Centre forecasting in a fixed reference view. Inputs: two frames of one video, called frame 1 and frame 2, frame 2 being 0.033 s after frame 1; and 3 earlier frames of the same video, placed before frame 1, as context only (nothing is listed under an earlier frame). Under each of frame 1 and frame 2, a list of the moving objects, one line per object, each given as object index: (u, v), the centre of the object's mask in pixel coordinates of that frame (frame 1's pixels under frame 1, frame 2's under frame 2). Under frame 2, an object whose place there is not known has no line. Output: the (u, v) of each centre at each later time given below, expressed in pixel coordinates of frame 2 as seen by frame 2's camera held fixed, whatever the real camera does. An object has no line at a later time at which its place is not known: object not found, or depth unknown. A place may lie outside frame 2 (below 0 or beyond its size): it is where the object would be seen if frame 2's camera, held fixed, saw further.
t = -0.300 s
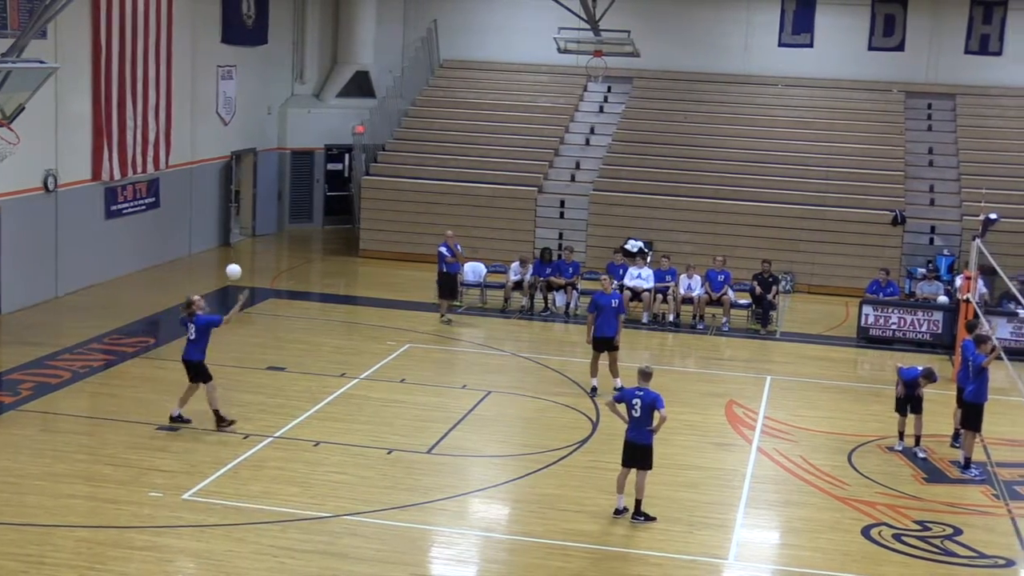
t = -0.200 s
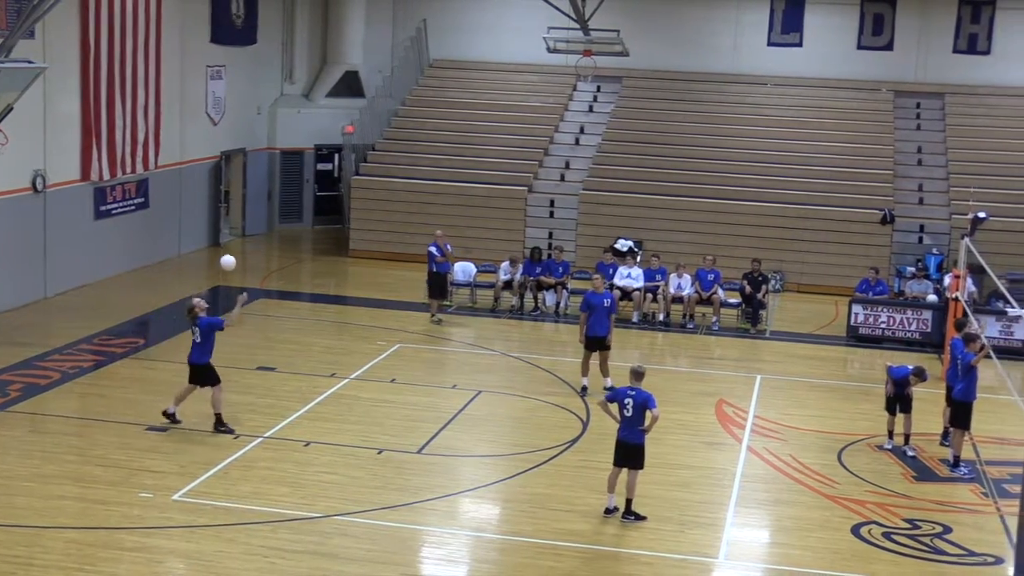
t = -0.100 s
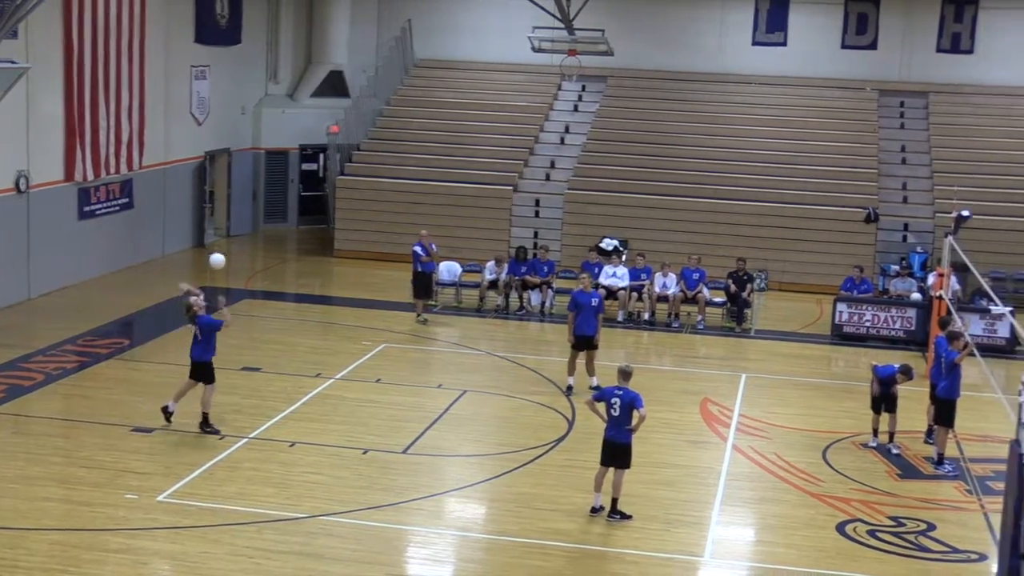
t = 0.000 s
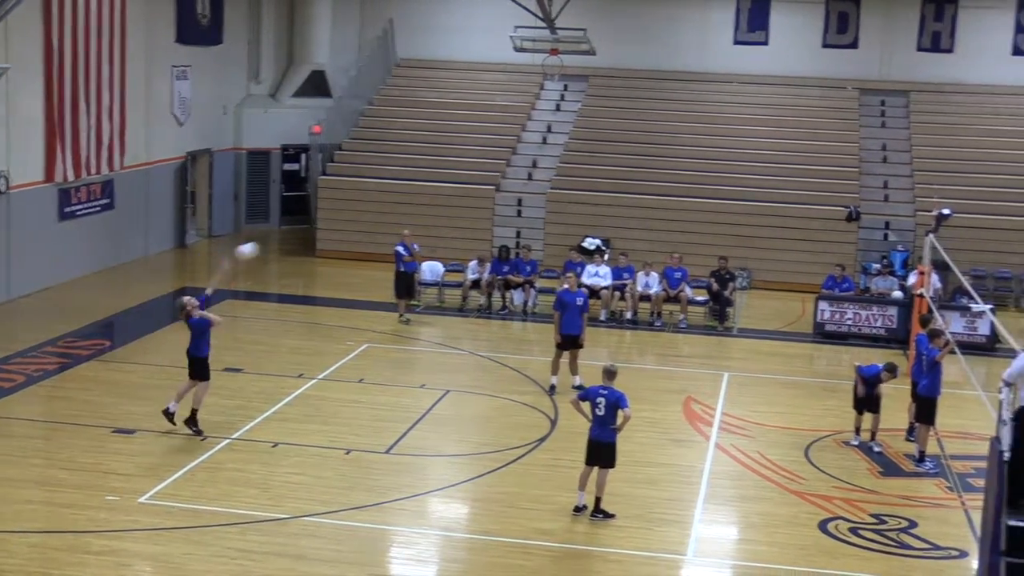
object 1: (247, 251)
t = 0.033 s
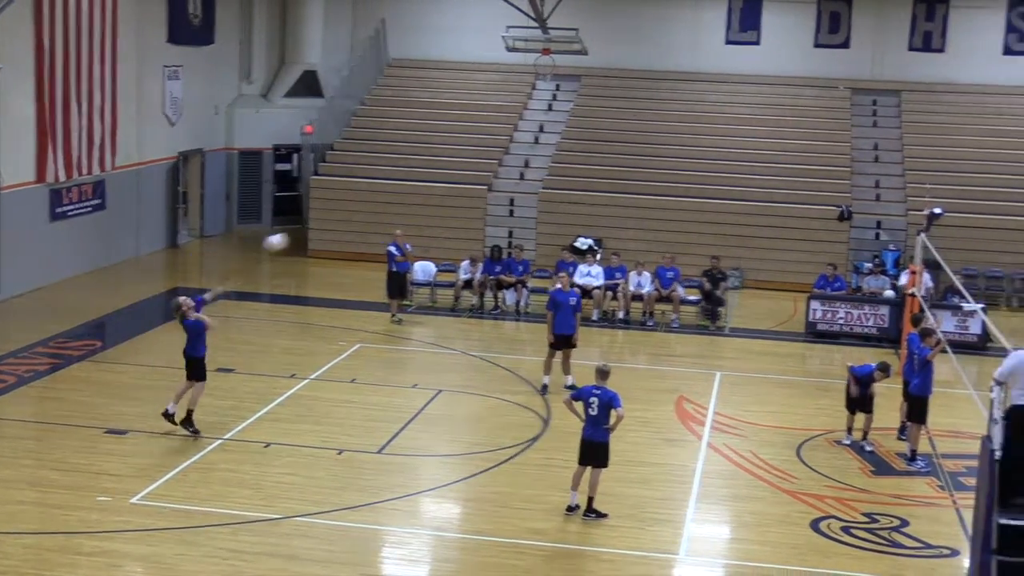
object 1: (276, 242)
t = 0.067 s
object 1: (313, 233)
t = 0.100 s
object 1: (349, 225)
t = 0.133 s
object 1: (384, 218)
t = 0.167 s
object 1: (419, 211)
